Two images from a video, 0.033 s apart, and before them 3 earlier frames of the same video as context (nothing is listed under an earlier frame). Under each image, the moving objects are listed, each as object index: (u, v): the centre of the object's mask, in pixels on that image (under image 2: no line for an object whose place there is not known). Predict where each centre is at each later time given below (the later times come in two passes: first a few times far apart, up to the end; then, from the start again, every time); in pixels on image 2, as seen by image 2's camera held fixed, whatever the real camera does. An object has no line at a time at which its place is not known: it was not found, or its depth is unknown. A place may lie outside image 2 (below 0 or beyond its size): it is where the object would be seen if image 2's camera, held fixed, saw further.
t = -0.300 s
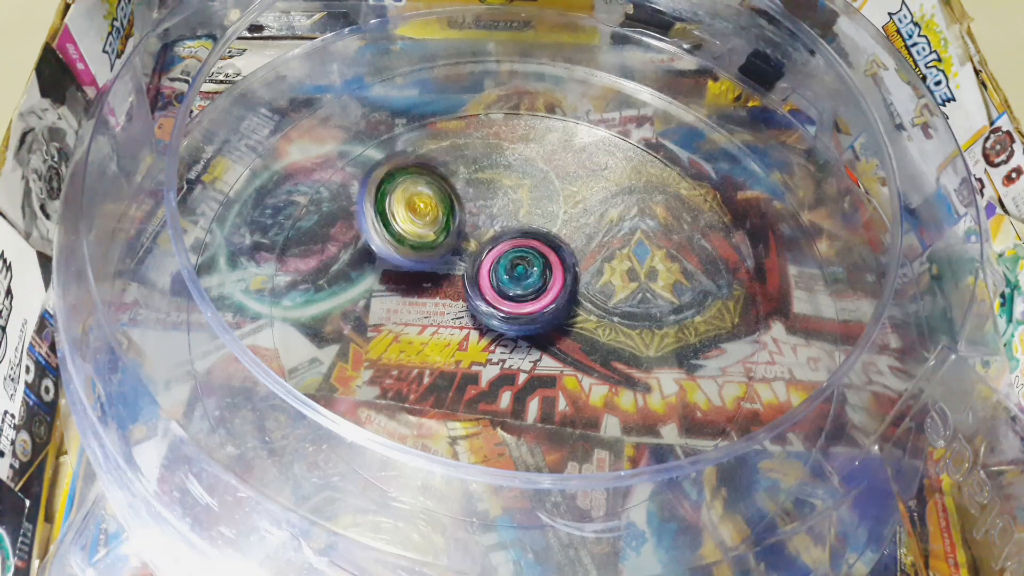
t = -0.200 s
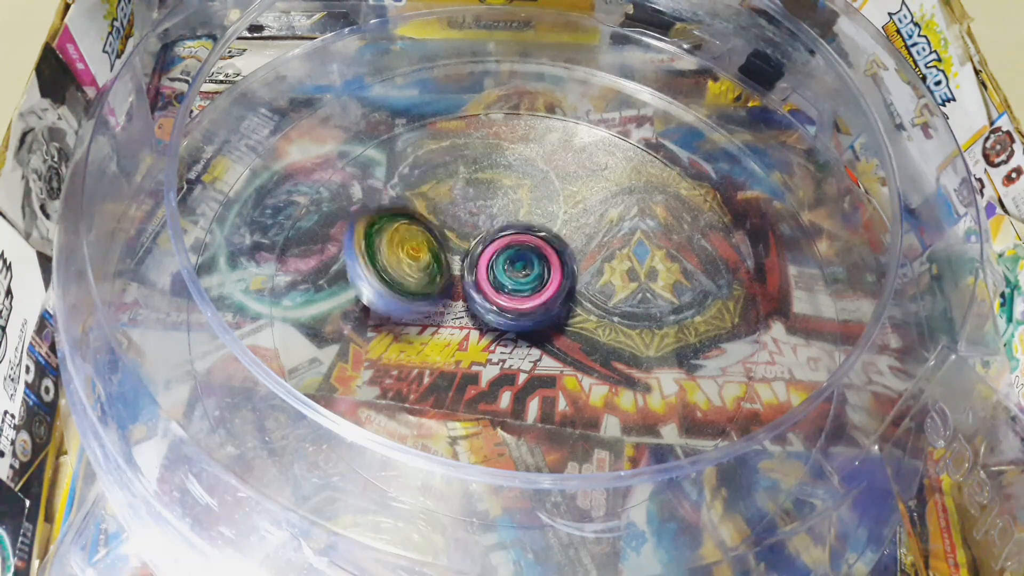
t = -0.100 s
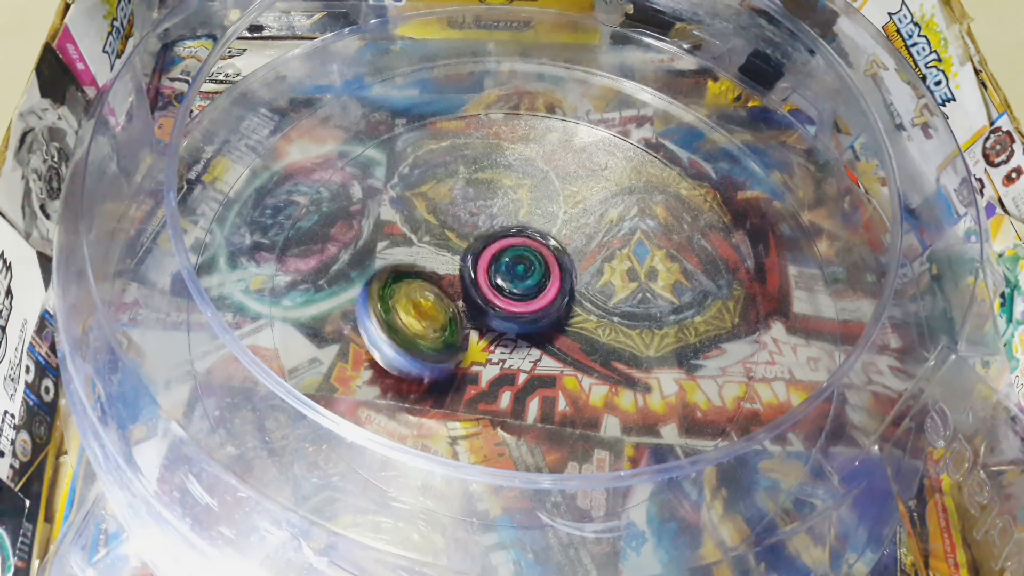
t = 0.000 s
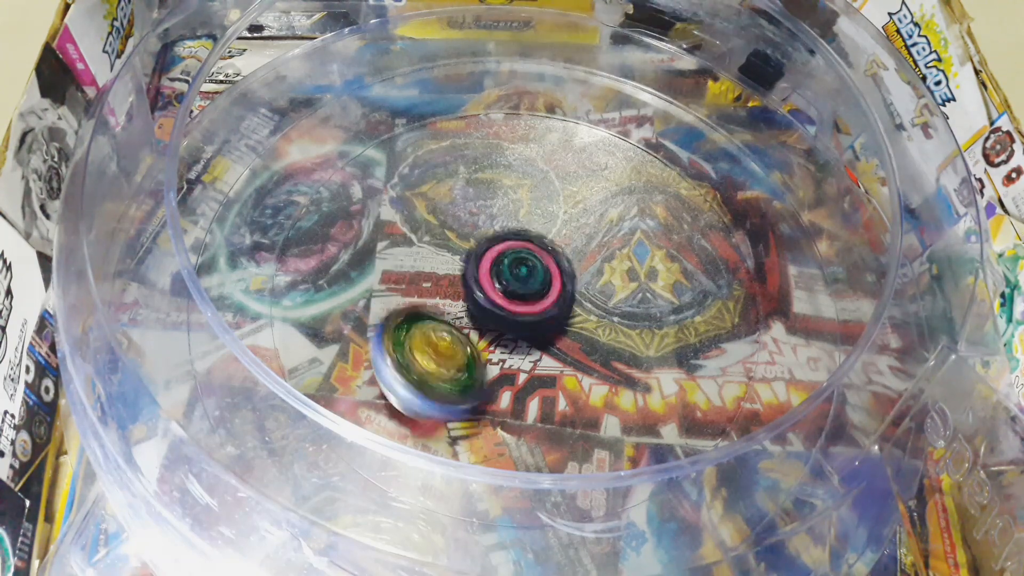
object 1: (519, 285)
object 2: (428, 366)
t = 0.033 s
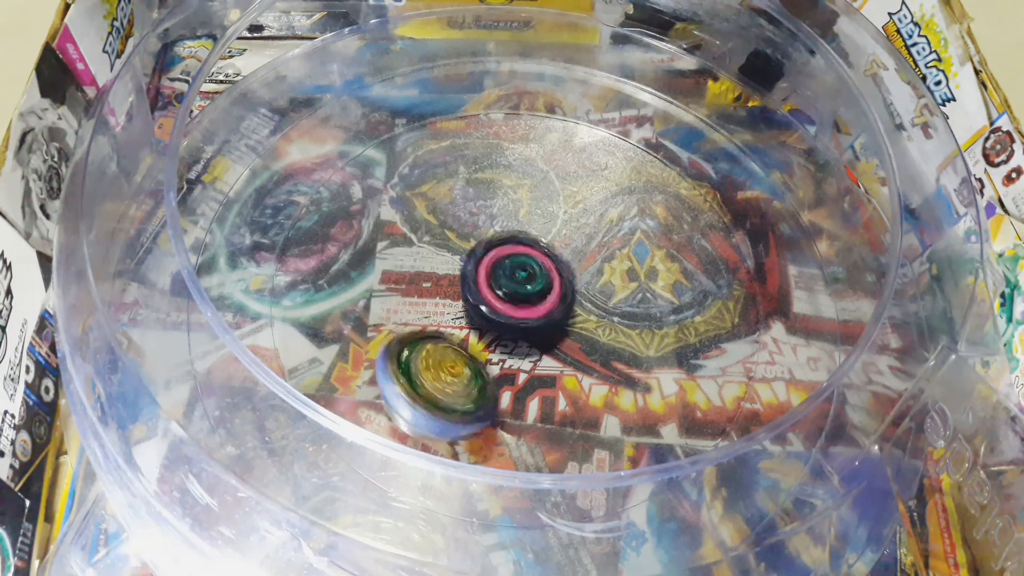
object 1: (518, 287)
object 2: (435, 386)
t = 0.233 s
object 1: (529, 299)
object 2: (474, 403)
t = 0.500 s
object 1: (537, 278)
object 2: (597, 367)
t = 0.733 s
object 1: (504, 279)
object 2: (610, 331)
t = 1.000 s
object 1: (473, 293)
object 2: (620, 291)
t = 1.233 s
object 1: (479, 314)
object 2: (603, 303)
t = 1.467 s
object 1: (481, 328)
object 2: (589, 301)
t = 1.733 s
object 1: (486, 329)
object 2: (594, 294)
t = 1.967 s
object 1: (486, 328)
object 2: (593, 296)
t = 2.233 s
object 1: (486, 328)
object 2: (592, 296)
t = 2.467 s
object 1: (486, 328)
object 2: (592, 296)
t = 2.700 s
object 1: (486, 328)
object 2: (592, 296)
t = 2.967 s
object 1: (486, 328)
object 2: (592, 296)
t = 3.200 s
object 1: (486, 328)
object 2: (592, 296)
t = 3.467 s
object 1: (486, 328)
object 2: (592, 296)
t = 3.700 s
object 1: (486, 328)
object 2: (592, 296)
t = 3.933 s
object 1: (486, 328)
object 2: (592, 296)
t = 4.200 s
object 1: (486, 328)
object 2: (592, 296)
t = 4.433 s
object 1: (486, 328)
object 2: (592, 296)
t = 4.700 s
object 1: (486, 328)
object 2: (592, 296)
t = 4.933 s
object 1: (486, 328)
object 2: (592, 296)
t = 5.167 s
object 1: (486, 328)
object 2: (592, 296)
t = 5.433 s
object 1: (486, 328)
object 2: (592, 296)
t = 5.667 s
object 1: (486, 328)
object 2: (592, 296)
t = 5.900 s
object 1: (486, 328)
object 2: (592, 296)
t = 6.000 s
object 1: (486, 328)
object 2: (592, 296)
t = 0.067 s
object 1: (521, 289)
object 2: (437, 393)
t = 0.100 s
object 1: (521, 290)
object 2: (443, 399)
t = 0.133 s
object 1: (521, 292)
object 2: (448, 406)
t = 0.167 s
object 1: (524, 294)
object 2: (453, 408)
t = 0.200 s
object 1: (528, 298)
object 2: (465, 408)
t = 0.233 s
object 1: (529, 299)
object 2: (474, 403)
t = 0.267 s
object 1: (530, 299)
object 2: (486, 397)
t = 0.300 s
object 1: (533, 301)
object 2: (499, 392)
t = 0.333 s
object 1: (532, 294)
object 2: (516, 394)
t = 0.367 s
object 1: (533, 287)
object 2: (530, 391)
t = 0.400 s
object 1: (536, 281)
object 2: (563, 381)
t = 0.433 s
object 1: (535, 276)
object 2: (577, 377)
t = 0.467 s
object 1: (533, 276)
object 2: (588, 371)
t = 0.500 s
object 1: (537, 278)
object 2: (597, 367)
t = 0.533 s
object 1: (538, 275)
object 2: (603, 361)
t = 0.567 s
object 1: (535, 274)
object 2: (610, 354)
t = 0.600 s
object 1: (532, 276)
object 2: (612, 352)
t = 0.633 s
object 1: (527, 278)
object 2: (614, 348)
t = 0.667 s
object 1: (524, 282)
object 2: (616, 345)
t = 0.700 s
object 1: (518, 279)
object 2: (615, 340)
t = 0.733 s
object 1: (504, 279)
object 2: (610, 331)
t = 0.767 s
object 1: (502, 282)
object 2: (608, 325)
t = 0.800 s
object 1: (500, 281)
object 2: (607, 317)
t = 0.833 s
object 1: (497, 280)
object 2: (606, 311)
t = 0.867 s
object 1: (493, 280)
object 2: (606, 304)
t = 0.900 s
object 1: (494, 284)
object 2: (606, 300)
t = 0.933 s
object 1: (488, 289)
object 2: (617, 292)
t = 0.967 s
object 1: (483, 291)
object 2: (621, 290)
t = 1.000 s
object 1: (473, 293)
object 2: (620, 291)
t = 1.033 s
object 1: (466, 297)
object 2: (616, 293)
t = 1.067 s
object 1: (466, 303)
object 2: (610, 296)
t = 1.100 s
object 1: (474, 307)
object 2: (603, 304)
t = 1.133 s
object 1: (474, 304)
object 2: (602, 307)
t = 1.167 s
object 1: (472, 306)
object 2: (603, 307)
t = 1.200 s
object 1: (474, 310)
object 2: (603, 305)
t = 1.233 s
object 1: (479, 314)
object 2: (603, 303)
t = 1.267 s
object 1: (492, 317)
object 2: (604, 296)
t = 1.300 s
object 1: (492, 318)
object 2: (605, 292)
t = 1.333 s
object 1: (494, 321)
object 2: (608, 289)
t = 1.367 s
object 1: (493, 322)
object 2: (608, 289)
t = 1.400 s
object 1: (491, 322)
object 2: (607, 291)
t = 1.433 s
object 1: (487, 323)
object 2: (602, 294)
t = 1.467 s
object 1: (481, 328)
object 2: (589, 301)
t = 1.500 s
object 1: (481, 329)
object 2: (587, 305)
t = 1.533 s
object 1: (484, 331)
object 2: (588, 307)
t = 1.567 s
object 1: (488, 330)
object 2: (591, 307)
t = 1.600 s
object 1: (489, 333)
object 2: (591, 306)
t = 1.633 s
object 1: (484, 333)
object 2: (590, 300)
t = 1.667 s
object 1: (484, 331)
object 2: (592, 297)
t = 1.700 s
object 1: (485, 330)
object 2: (593, 295)
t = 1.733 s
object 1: (486, 329)
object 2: (594, 294)
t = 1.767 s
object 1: (487, 330)
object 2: (594, 294)
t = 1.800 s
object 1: (487, 330)
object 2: (593, 295)
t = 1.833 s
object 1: (487, 330)
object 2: (593, 295)
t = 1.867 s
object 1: (487, 329)
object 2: (593, 295)
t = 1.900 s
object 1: (486, 328)
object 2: (593, 296)
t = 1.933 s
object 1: (486, 328)
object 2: (593, 296)
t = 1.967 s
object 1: (486, 328)
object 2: (593, 296)
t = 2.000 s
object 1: (486, 328)
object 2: (592, 296)
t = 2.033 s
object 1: (486, 328)
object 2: (592, 296)
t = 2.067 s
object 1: (486, 328)
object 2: (592, 296)
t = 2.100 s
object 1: (486, 328)
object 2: (592, 296)
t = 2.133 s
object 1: (486, 328)
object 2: (592, 296)
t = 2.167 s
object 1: (486, 328)
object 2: (592, 296)
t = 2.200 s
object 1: (486, 328)
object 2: (592, 296)
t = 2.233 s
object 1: (486, 328)
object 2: (592, 296)
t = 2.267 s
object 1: (486, 328)
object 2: (592, 296)
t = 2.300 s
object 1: (486, 328)
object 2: (592, 296)
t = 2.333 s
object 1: (486, 328)
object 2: (592, 296)
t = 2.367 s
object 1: (486, 328)
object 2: (592, 296)
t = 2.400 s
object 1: (486, 328)
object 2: (592, 296)
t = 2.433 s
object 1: (486, 328)
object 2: (592, 296)
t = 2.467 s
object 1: (486, 328)
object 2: (592, 296)
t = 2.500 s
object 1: (486, 328)
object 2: (592, 296)
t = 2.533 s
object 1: (486, 328)
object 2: (592, 296)
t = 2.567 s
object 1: (486, 328)
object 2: (592, 296)
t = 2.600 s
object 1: (486, 328)
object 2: (592, 296)
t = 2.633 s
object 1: (486, 328)
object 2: (592, 296)
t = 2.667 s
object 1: (486, 328)
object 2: (592, 296)
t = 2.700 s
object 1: (486, 328)
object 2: (592, 296)
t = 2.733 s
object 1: (486, 328)
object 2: (592, 296)
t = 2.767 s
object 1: (486, 328)
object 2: (592, 296)
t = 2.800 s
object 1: (486, 328)
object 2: (592, 296)
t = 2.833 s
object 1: (486, 328)
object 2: (592, 296)
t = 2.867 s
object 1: (486, 328)
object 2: (592, 296)
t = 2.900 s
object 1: (486, 328)
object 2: (592, 296)
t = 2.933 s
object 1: (486, 328)
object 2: (592, 296)
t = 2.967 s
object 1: (486, 328)
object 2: (592, 296)
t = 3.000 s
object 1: (486, 328)
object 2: (592, 296)
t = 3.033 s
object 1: (486, 328)
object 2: (592, 296)
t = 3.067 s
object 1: (486, 328)
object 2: (592, 296)
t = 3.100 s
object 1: (486, 328)
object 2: (592, 296)
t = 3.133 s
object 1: (486, 328)
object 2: (592, 296)
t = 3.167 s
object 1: (486, 328)
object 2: (592, 296)
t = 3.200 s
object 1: (486, 328)
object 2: (592, 296)
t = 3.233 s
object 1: (486, 328)
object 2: (592, 296)
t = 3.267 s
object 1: (486, 328)
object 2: (592, 296)
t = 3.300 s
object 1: (486, 328)
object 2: (592, 296)
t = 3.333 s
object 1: (486, 328)
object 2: (592, 296)
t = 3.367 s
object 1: (486, 328)
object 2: (592, 296)
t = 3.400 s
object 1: (486, 328)
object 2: (592, 296)
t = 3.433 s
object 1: (486, 328)
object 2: (592, 296)
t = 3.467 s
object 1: (486, 328)
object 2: (592, 296)
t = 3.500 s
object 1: (486, 328)
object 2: (592, 296)
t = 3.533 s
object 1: (486, 328)
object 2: (592, 296)
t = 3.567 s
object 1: (486, 328)
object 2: (592, 296)
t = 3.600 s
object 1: (486, 328)
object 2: (592, 296)
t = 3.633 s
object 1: (486, 328)
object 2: (592, 296)
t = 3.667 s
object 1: (486, 328)
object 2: (592, 296)
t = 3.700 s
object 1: (486, 328)
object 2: (592, 296)
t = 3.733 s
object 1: (486, 328)
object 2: (592, 296)
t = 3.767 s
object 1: (486, 328)
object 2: (592, 296)
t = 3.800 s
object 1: (486, 328)
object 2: (592, 296)
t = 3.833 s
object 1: (486, 328)
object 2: (592, 296)
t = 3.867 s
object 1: (486, 328)
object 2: (592, 296)
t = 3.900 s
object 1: (486, 328)
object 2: (592, 296)
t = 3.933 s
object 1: (486, 328)
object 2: (592, 296)
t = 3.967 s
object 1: (486, 328)
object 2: (592, 296)
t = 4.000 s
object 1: (486, 328)
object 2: (592, 296)
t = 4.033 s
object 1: (486, 328)
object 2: (592, 296)
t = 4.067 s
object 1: (486, 328)
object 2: (592, 296)
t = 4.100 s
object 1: (486, 328)
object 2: (592, 296)
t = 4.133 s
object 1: (486, 328)
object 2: (592, 296)
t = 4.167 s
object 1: (486, 328)
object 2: (592, 296)
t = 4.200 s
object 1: (486, 328)
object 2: (592, 296)
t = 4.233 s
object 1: (486, 328)
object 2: (592, 296)
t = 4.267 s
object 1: (486, 328)
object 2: (592, 296)
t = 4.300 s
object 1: (486, 328)
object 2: (592, 296)
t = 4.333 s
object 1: (486, 328)
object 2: (592, 296)
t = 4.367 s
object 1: (486, 328)
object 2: (592, 296)
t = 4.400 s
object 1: (486, 328)
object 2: (592, 296)
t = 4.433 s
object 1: (486, 328)
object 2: (592, 296)
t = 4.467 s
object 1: (486, 328)
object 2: (592, 296)
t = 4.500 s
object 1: (486, 328)
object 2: (592, 296)
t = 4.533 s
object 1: (486, 328)
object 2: (592, 296)
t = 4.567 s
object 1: (486, 328)
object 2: (592, 296)
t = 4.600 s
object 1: (486, 328)
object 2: (592, 296)
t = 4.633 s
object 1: (486, 328)
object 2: (592, 296)
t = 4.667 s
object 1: (486, 328)
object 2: (592, 296)
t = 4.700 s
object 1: (486, 328)
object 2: (592, 296)
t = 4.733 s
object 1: (486, 328)
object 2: (592, 296)
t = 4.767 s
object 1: (486, 328)
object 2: (592, 296)
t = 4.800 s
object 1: (486, 328)
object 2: (592, 296)
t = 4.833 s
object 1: (486, 328)
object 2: (592, 296)
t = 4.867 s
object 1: (486, 328)
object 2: (592, 296)
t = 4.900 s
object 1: (487, 328)
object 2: (592, 296)
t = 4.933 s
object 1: (486, 328)
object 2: (592, 296)
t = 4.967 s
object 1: (486, 328)
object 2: (592, 296)
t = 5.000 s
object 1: (486, 328)
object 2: (592, 296)
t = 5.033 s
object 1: (486, 328)
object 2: (592, 296)
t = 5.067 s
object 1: (487, 328)
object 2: (592, 296)
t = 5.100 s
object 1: (486, 328)
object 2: (592, 296)
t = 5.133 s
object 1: (486, 328)
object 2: (592, 296)
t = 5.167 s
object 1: (486, 328)
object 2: (592, 296)
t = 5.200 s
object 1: (487, 328)
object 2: (592, 296)
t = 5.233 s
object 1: (486, 328)
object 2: (592, 296)
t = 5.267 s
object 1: (487, 328)
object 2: (592, 296)
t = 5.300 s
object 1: (487, 328)
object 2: (592, 296)
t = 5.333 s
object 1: (486, 328)
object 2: (592, 296)
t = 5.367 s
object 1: (486, 328)
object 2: (592, 296)
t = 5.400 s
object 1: (487, 328)
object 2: (592, 296)
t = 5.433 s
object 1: (486, 328)
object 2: (592, 296)
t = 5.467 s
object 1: (486, 328)
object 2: (592, 296)
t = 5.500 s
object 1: (486, 328)
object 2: (592, 296)
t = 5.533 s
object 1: (487, 328)
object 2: (592, 296)
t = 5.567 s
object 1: (486, 328)
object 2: (592, 296)
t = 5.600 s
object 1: (486, 328)
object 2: (592, 296)
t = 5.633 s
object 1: (486, 328)
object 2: (592, 296)
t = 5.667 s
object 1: (486, 328)
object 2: (592, 296)
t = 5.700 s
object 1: (487, 328)
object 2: (592, 296)
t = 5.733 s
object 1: (486, 328)
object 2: (592, 296)
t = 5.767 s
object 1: (486, 328)
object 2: (592, 296)
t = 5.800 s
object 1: (487, 328)
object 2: (592, 296)
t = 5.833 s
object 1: (486, 328)
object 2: (592, 296)
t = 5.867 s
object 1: (486, 328)
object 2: (592, 296)
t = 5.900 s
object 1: (486, 328)
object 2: (592, 296)
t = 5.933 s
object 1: (486, 328)
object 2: (592, 296)
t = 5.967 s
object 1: (486, 328)
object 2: (592, 296)
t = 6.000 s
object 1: (486, 328)
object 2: (592, 296)
